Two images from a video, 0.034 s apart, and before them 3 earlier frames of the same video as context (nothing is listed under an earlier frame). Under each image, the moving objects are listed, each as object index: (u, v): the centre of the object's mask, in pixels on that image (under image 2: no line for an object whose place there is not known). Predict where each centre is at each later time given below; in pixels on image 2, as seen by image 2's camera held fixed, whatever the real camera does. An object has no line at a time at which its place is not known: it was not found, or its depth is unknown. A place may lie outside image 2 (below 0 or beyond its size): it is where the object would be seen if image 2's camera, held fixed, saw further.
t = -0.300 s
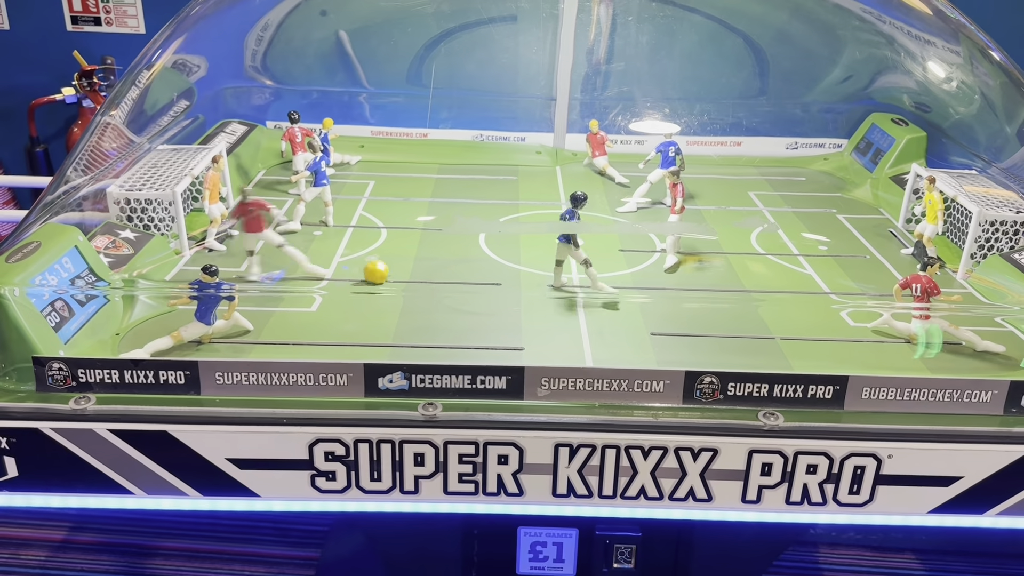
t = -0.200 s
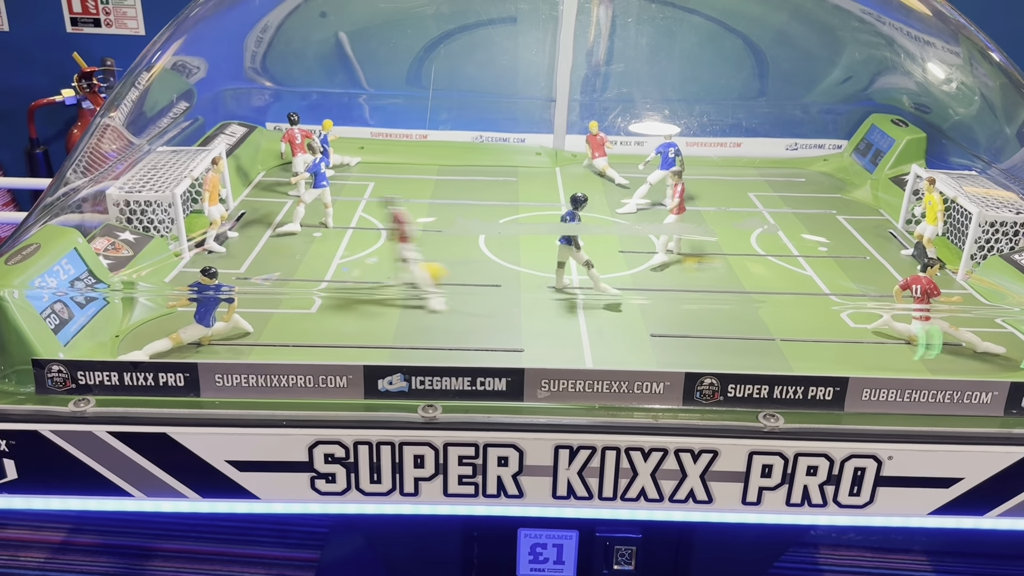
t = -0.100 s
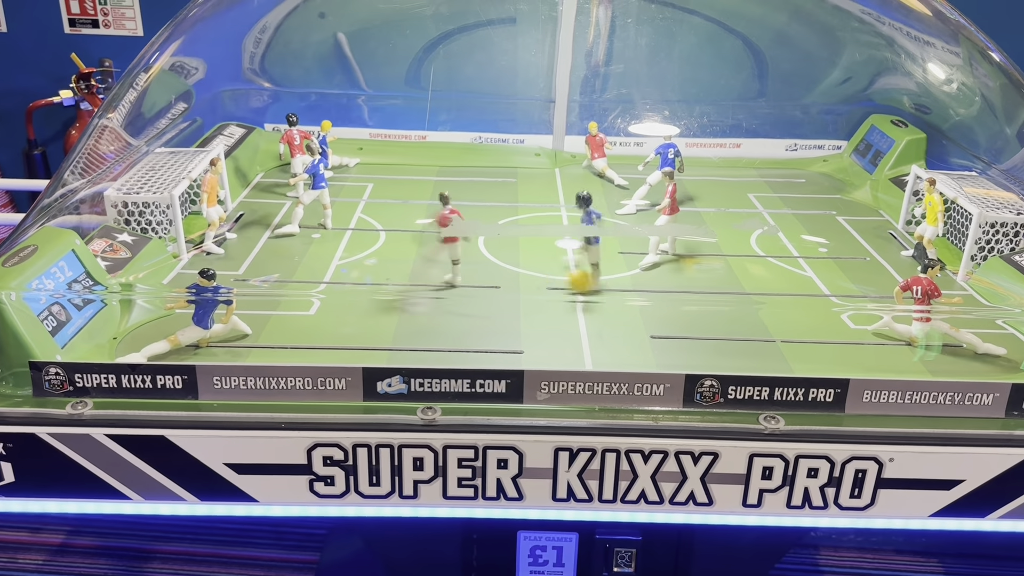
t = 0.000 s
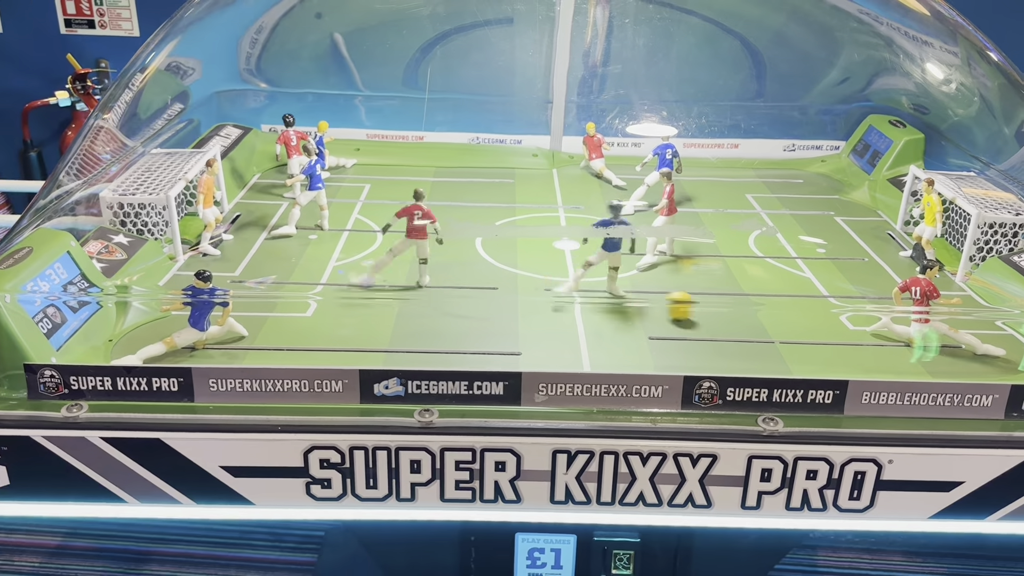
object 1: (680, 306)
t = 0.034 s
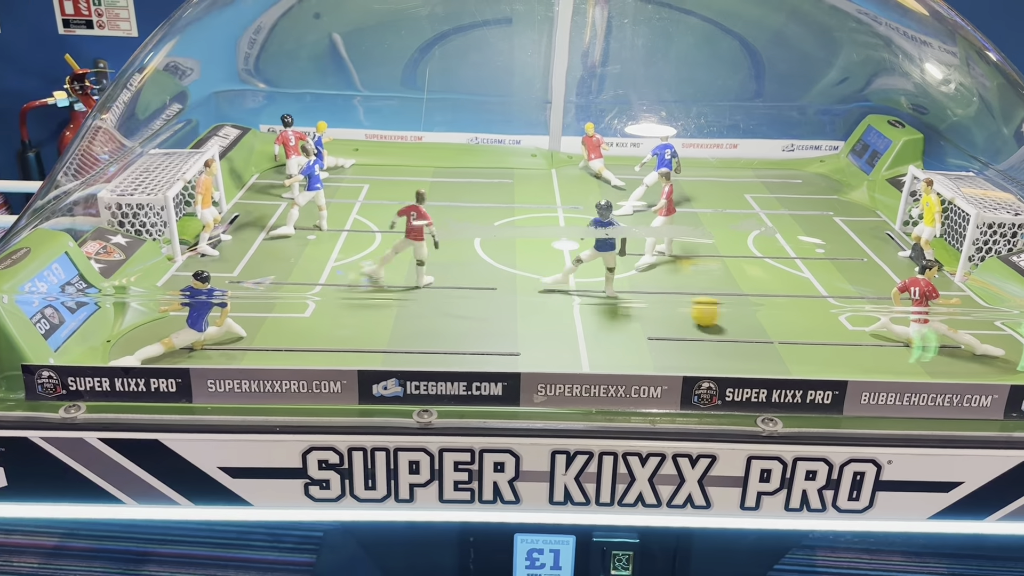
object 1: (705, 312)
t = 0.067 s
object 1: (729, 316)
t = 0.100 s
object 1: (754, 320)
